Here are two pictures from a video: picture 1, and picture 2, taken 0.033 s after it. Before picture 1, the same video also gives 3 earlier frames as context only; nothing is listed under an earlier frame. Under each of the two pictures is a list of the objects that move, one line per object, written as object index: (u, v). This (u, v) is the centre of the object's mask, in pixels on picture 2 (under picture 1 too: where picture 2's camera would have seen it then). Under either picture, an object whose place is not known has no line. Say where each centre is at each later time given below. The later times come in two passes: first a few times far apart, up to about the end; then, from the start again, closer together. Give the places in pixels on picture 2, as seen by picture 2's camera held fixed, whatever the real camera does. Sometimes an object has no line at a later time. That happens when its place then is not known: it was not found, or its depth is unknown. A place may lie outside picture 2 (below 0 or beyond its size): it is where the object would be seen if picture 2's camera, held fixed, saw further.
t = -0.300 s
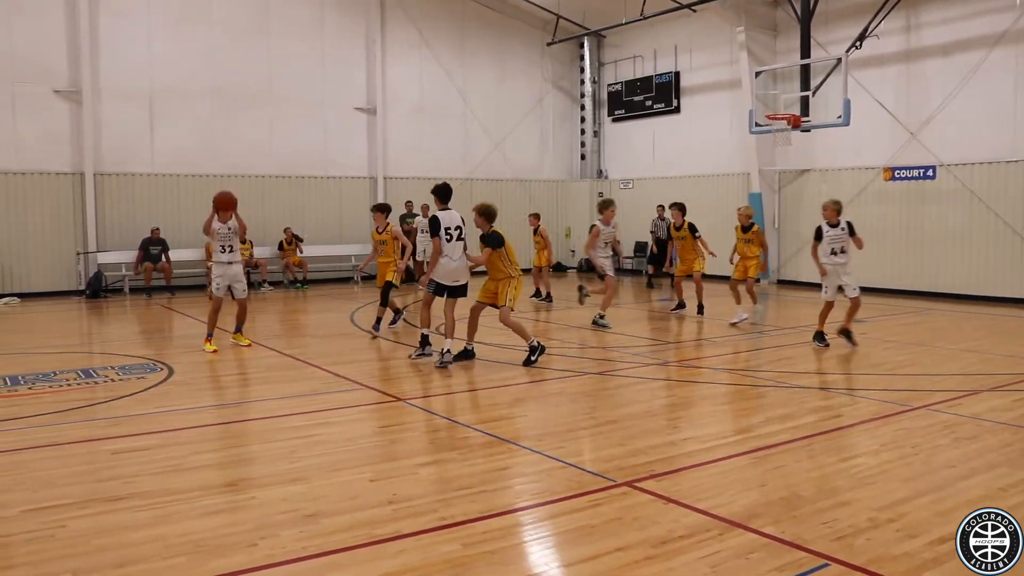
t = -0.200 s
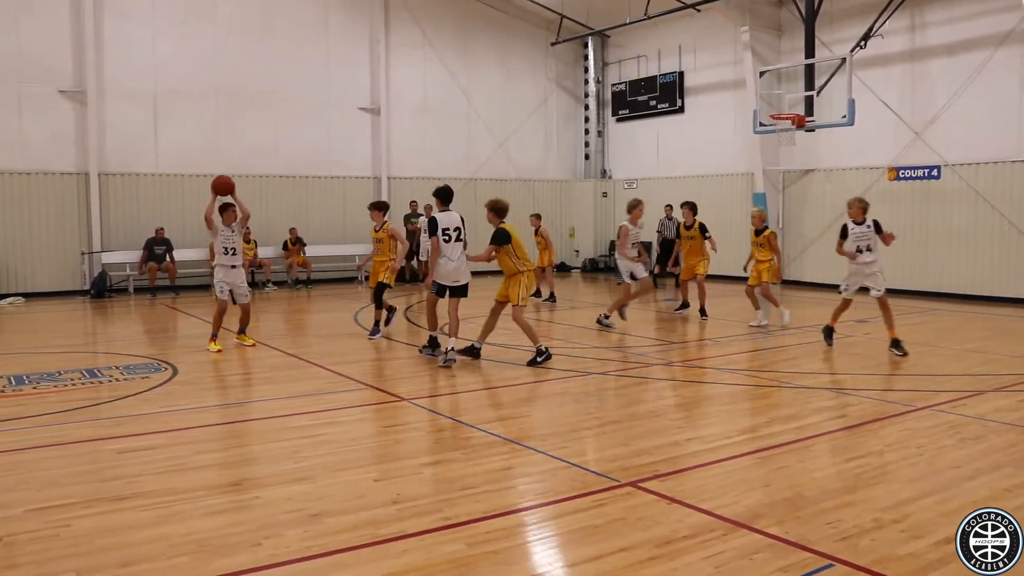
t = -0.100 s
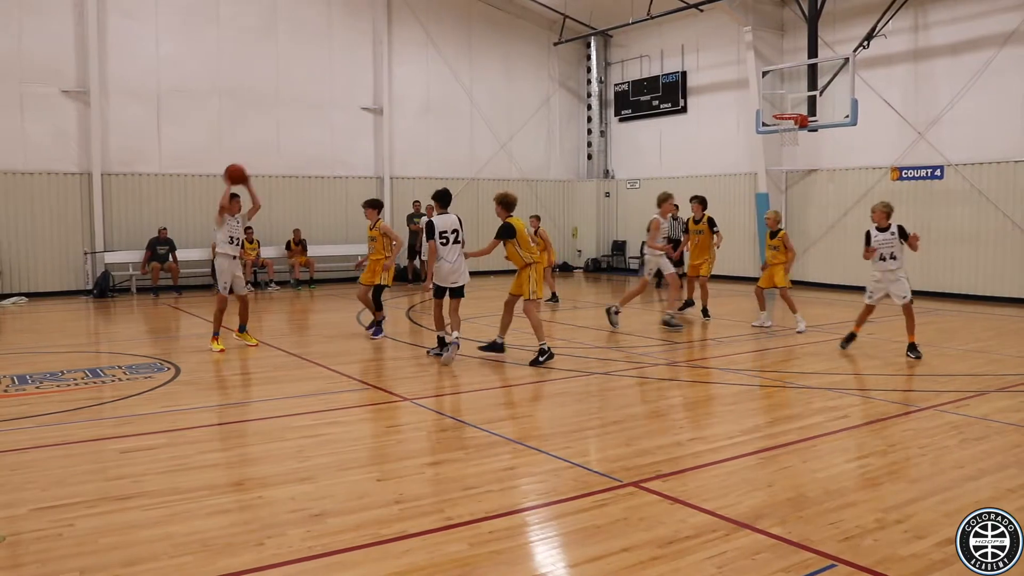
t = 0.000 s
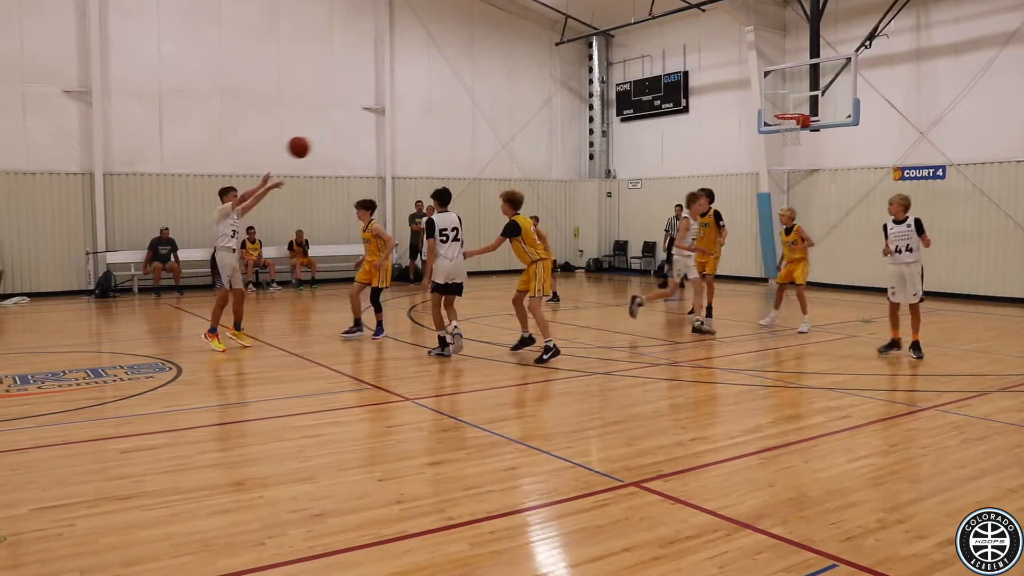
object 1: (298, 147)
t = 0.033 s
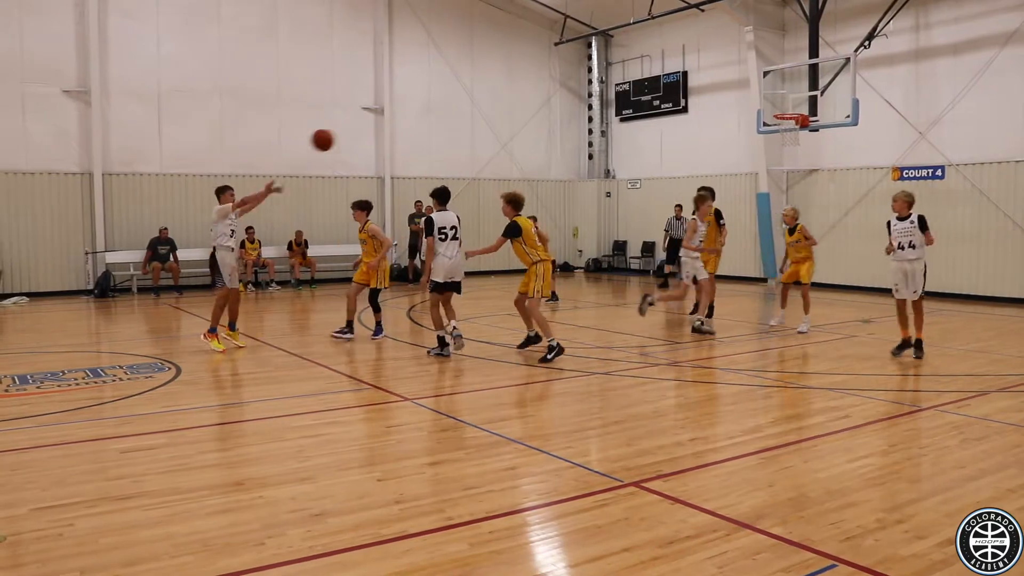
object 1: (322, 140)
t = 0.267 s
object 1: (511, 120)
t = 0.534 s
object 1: (755, 171)
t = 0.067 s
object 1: (348, 134)
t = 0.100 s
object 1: (374, 129)
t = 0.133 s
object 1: (399, 125)
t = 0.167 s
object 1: (427, 122)
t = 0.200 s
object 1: (455, 120)
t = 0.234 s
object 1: (483, 119)
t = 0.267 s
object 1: (511, 120)
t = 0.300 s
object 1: (541, 122)
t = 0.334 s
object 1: (571, 124)
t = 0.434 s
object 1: (662, 141)
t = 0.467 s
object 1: (692, 150)
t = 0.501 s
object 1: (724, 159)
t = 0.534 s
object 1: (755, 171)
